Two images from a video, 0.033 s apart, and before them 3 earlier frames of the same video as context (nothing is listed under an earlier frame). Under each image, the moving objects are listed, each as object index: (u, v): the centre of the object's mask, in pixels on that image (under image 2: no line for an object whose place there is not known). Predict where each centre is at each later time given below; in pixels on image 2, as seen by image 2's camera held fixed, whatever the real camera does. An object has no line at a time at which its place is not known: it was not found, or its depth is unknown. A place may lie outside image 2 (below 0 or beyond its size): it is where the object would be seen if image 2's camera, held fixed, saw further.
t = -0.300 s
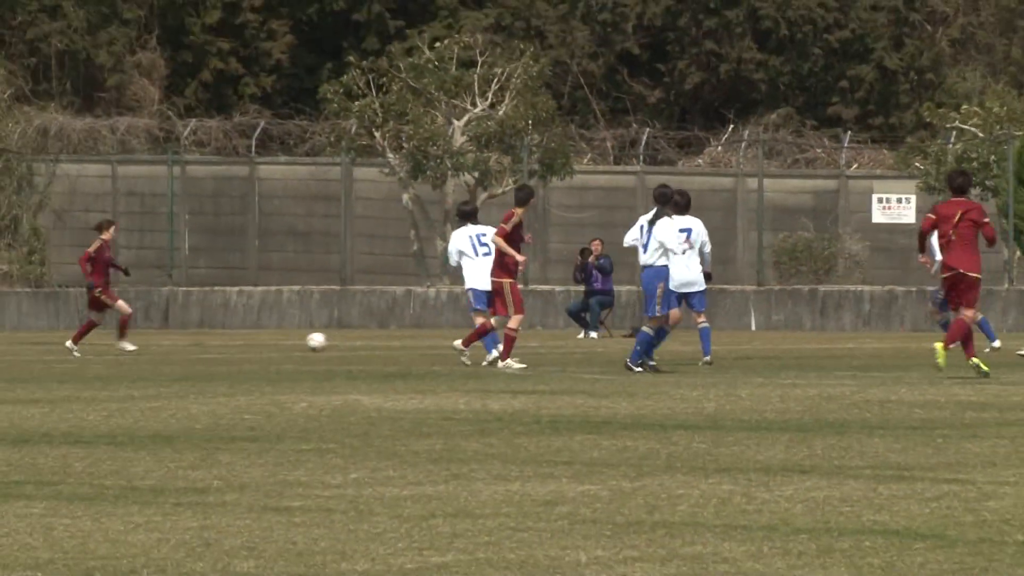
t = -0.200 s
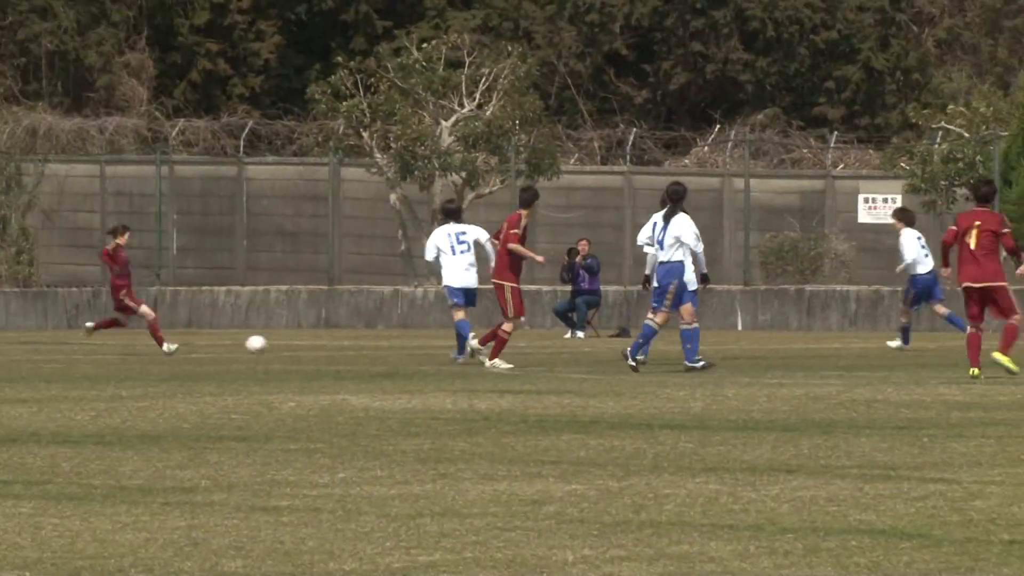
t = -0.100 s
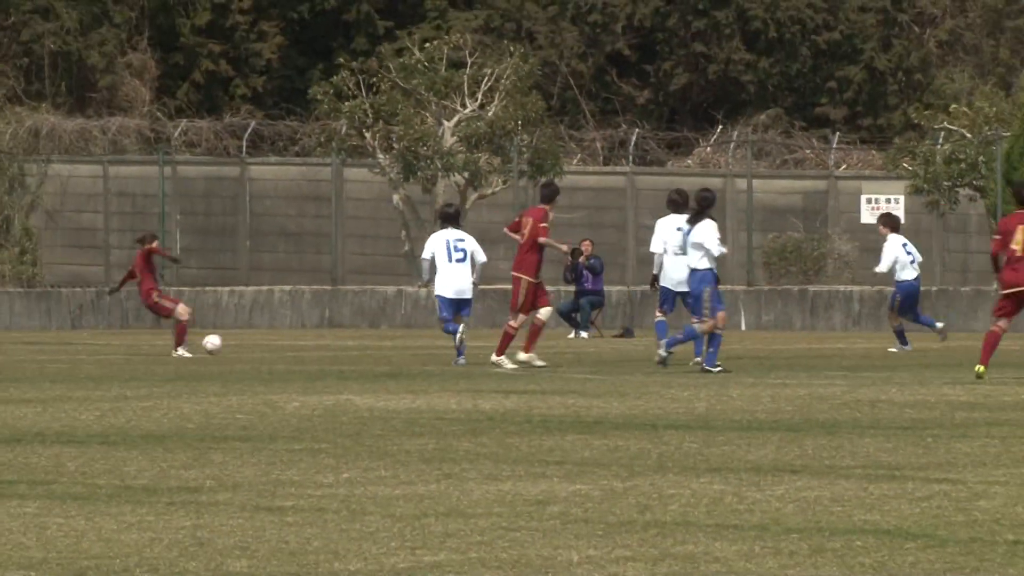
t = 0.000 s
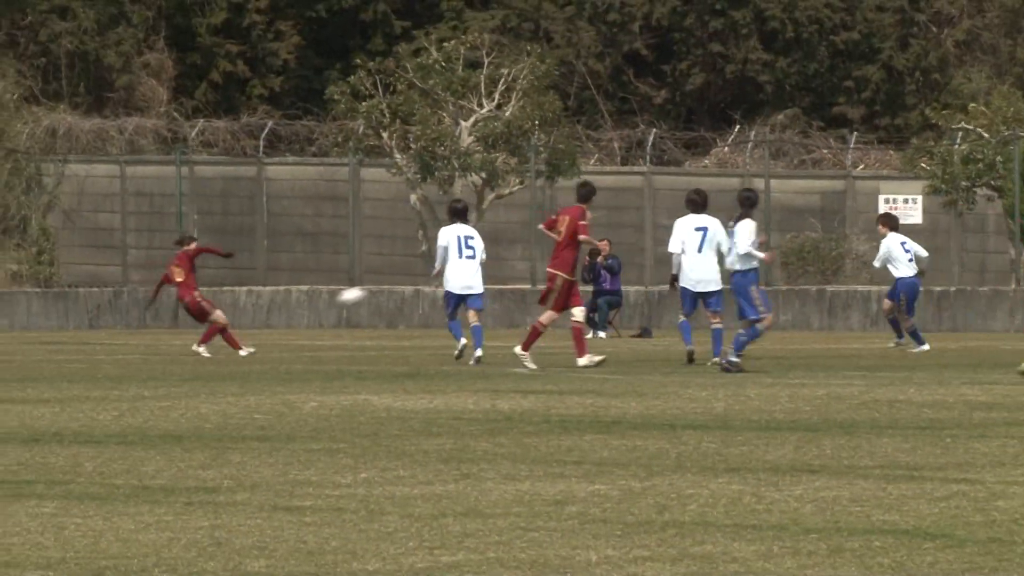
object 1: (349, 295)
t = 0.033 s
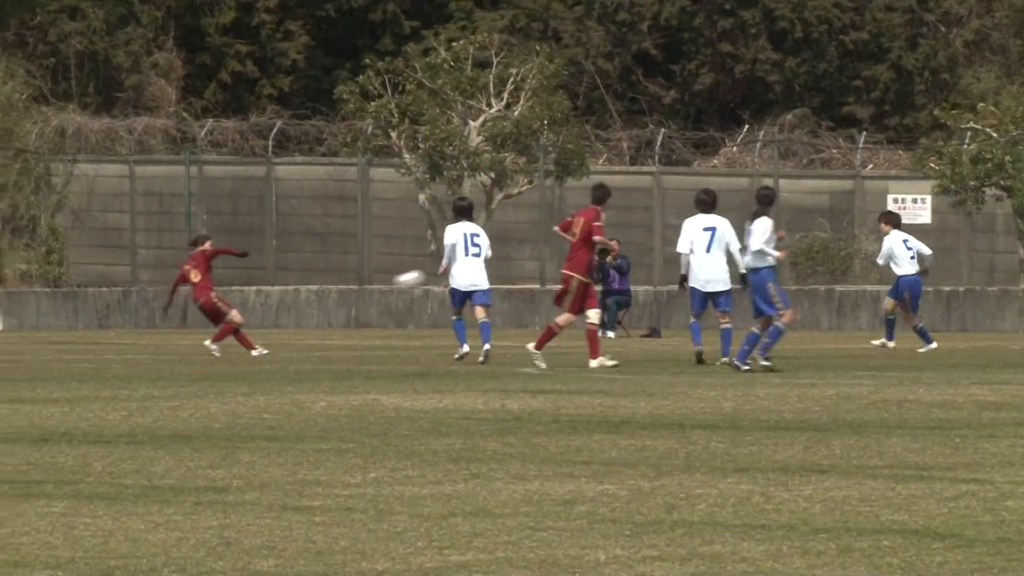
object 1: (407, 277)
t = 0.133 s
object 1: (551, 234)
